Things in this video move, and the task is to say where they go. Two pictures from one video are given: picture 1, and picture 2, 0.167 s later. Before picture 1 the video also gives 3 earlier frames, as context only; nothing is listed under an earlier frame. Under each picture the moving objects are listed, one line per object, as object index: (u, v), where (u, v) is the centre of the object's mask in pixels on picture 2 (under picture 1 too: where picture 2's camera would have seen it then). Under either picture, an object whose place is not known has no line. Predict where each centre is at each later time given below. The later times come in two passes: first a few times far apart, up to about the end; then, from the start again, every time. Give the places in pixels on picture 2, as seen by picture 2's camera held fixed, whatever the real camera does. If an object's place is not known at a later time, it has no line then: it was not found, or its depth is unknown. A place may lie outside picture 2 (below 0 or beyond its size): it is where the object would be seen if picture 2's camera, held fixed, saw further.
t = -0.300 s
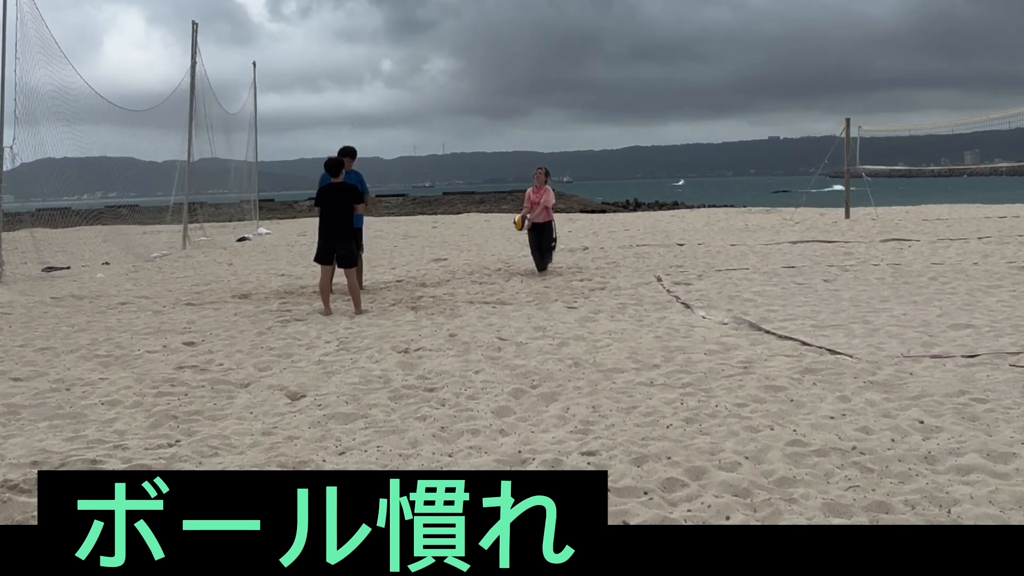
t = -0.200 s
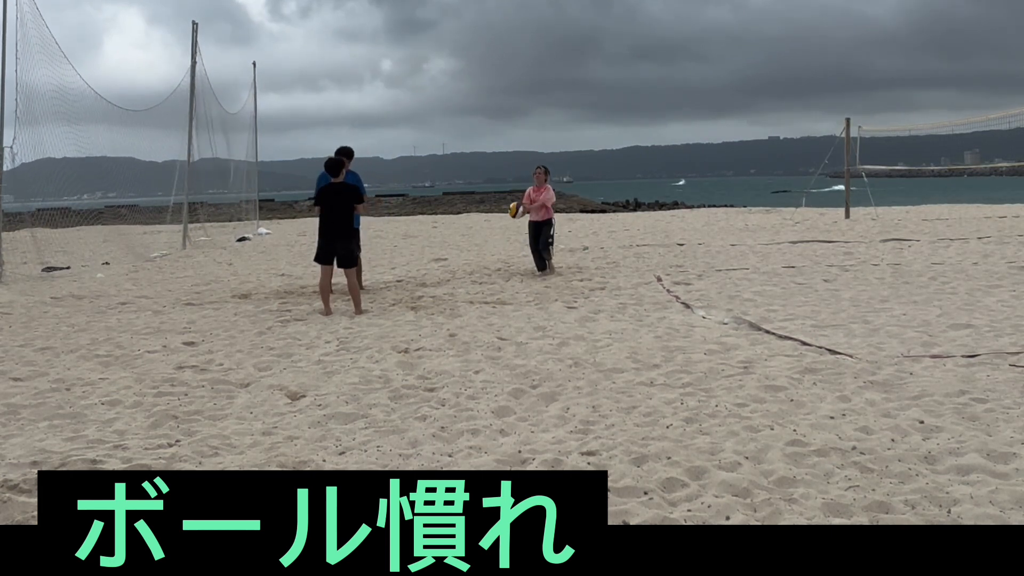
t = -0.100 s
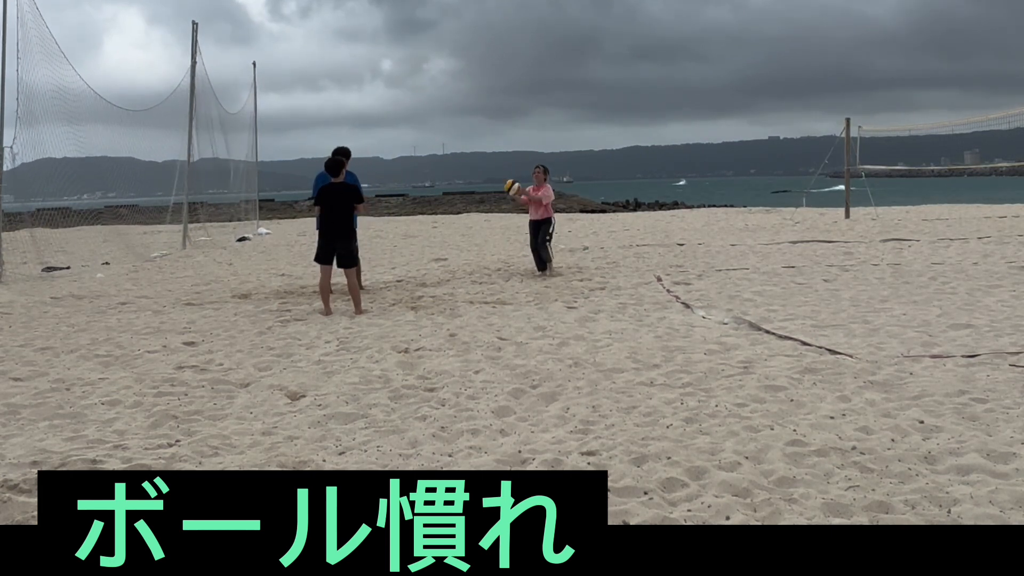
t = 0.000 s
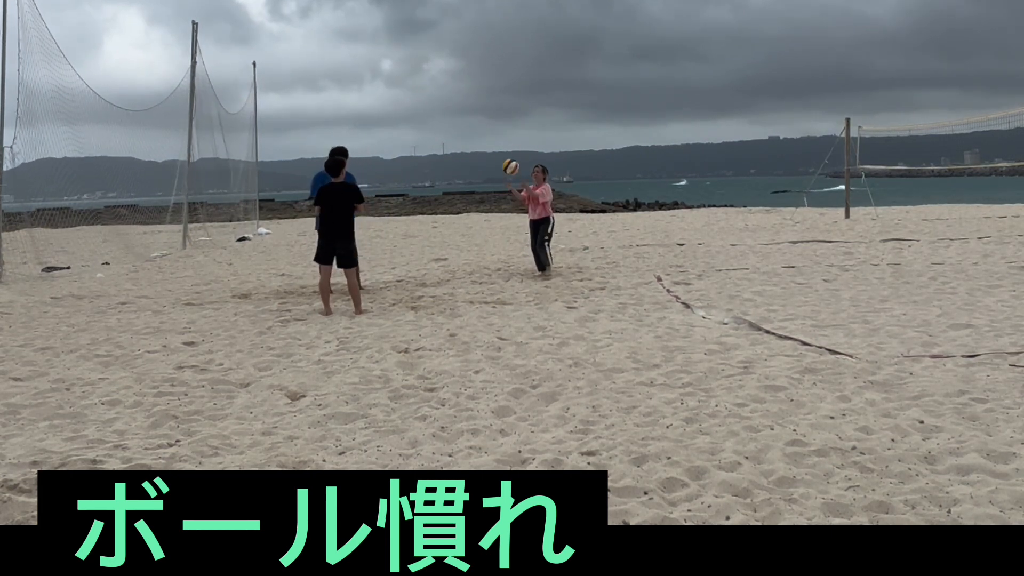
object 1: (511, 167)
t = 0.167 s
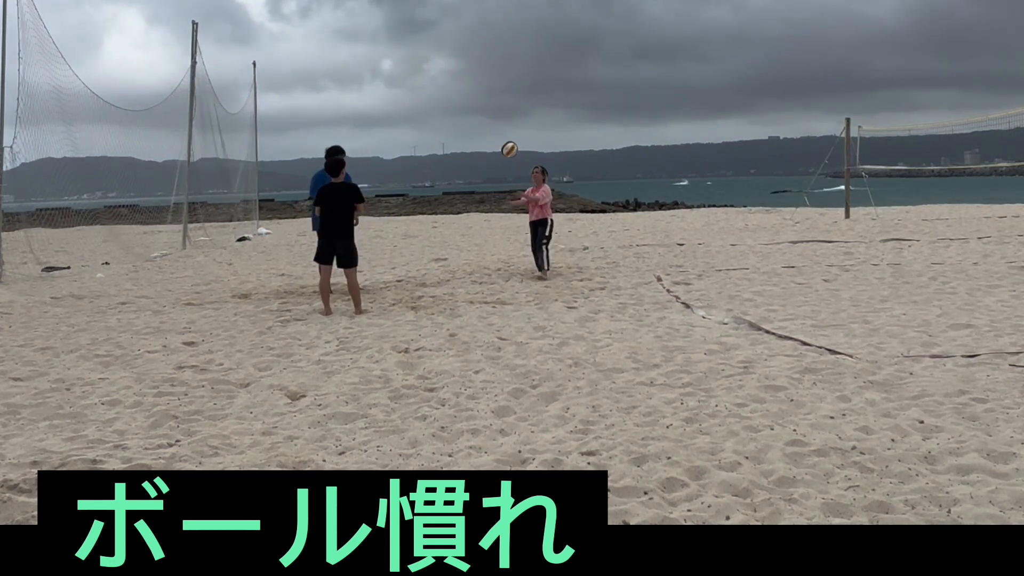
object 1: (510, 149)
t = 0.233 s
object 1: (509, 148)
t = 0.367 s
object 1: (509, 156)
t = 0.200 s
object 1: (509, 148)
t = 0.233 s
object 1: (509, 148)
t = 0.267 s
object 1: (509, 149)
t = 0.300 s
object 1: (509, 150)
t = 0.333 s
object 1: (508, 153)
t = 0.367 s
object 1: (509, 156)
